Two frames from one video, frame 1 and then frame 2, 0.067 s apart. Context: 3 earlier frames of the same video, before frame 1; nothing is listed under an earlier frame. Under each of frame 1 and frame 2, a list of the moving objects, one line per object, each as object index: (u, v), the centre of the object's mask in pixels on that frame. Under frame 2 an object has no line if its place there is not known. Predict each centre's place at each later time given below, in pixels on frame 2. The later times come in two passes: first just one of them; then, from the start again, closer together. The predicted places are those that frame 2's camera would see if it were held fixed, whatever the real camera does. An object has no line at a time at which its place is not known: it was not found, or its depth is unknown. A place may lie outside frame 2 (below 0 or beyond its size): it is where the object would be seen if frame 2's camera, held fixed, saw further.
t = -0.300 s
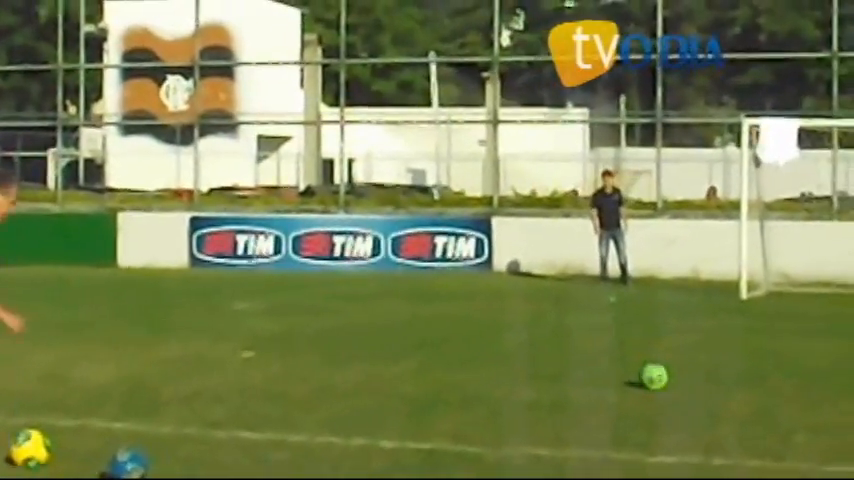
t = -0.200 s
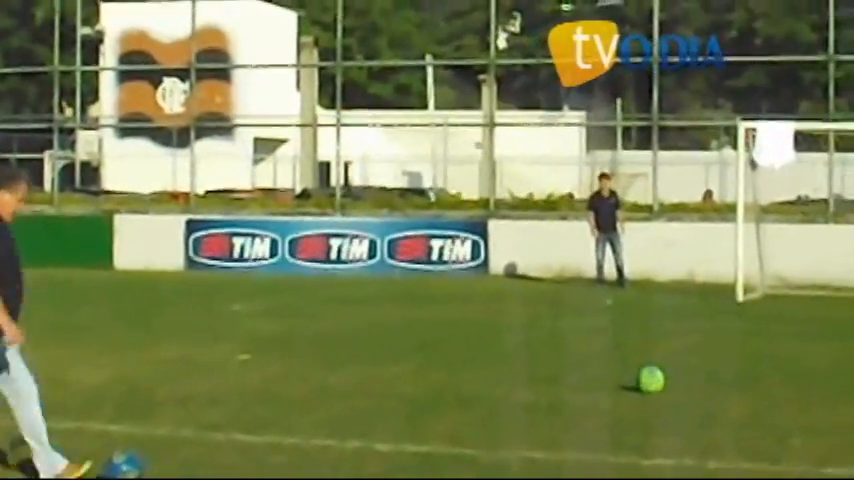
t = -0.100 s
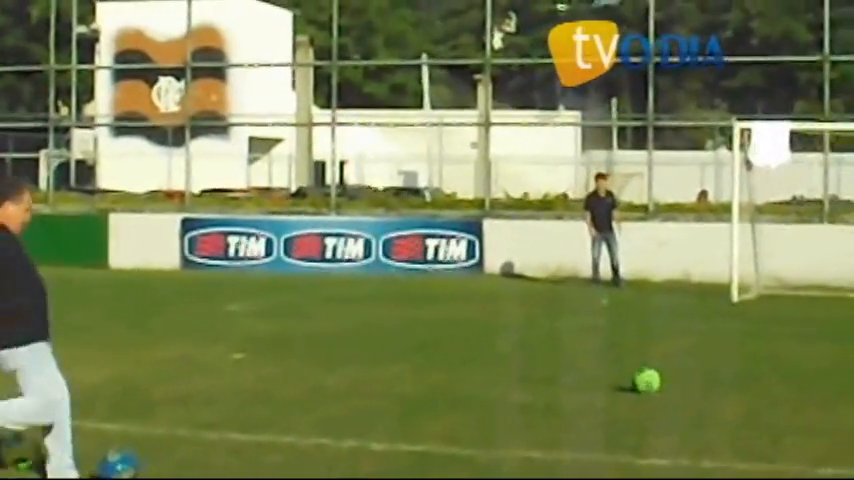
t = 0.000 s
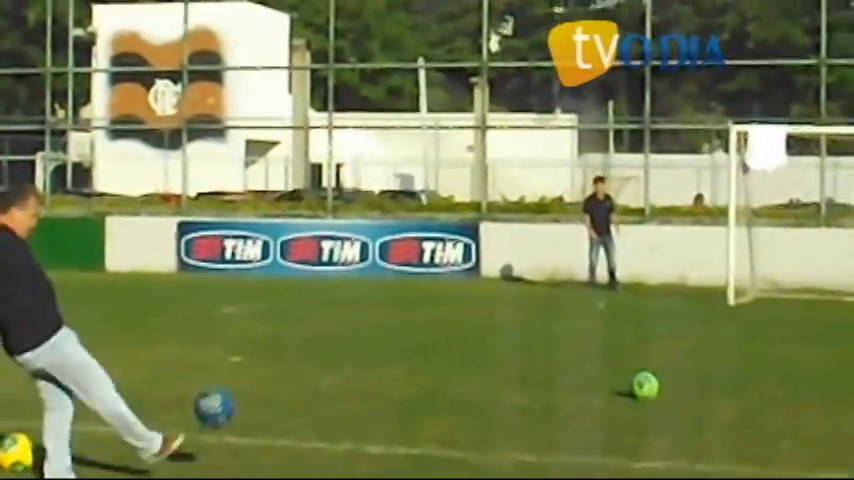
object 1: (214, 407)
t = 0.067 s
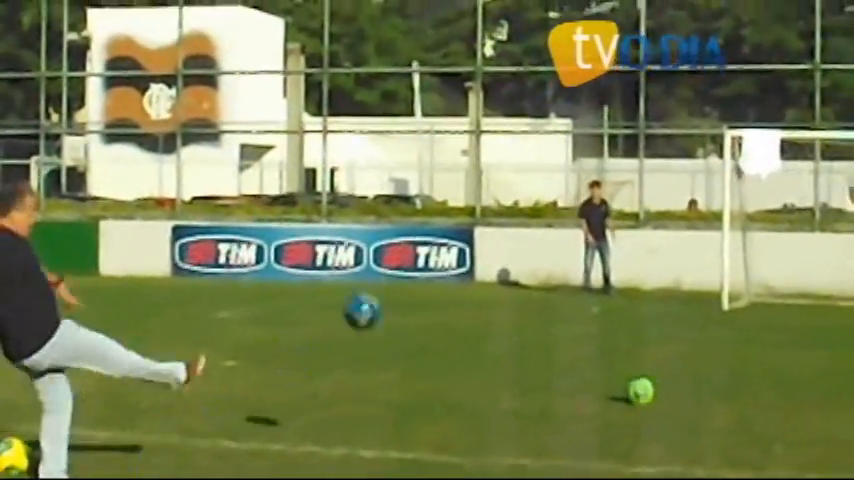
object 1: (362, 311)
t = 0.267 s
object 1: (688, 110)
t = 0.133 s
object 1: (490, 230)
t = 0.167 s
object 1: (545, 194)
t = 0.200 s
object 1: (596, 164)
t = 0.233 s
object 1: (645, 133)
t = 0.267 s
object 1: (688, 110)
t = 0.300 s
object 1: (728, 86)
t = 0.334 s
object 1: (765, 67)
